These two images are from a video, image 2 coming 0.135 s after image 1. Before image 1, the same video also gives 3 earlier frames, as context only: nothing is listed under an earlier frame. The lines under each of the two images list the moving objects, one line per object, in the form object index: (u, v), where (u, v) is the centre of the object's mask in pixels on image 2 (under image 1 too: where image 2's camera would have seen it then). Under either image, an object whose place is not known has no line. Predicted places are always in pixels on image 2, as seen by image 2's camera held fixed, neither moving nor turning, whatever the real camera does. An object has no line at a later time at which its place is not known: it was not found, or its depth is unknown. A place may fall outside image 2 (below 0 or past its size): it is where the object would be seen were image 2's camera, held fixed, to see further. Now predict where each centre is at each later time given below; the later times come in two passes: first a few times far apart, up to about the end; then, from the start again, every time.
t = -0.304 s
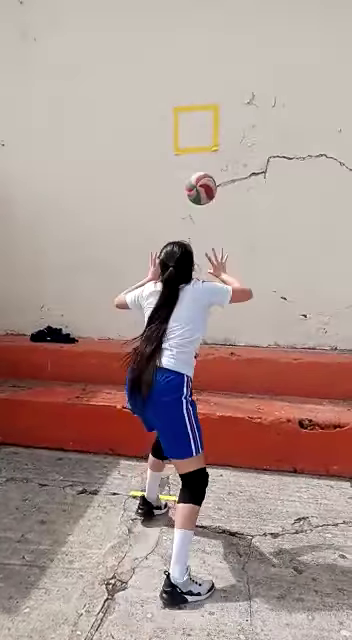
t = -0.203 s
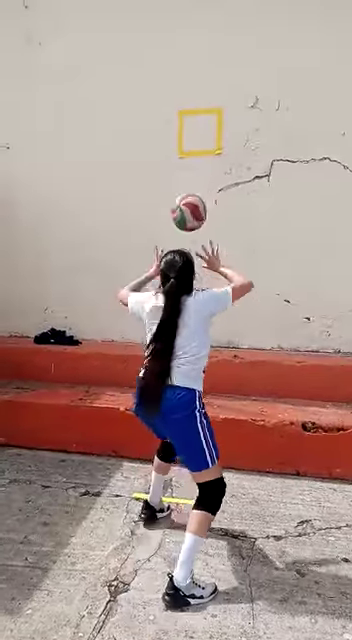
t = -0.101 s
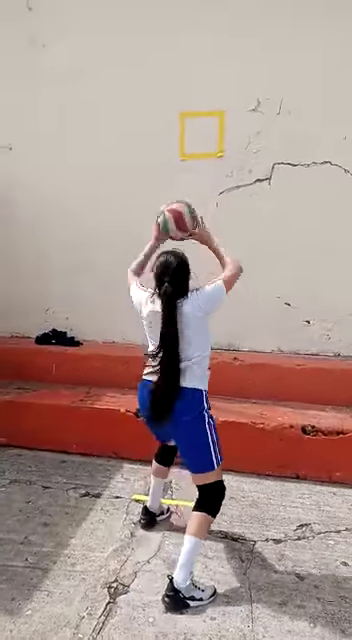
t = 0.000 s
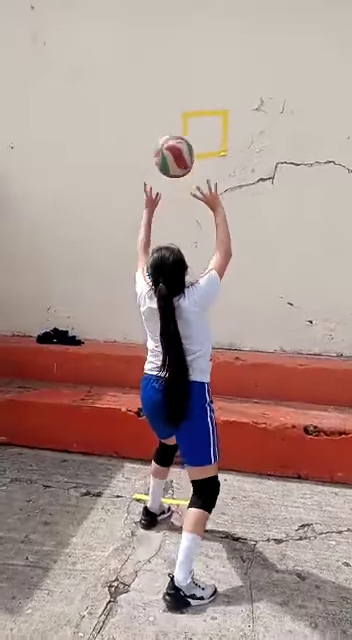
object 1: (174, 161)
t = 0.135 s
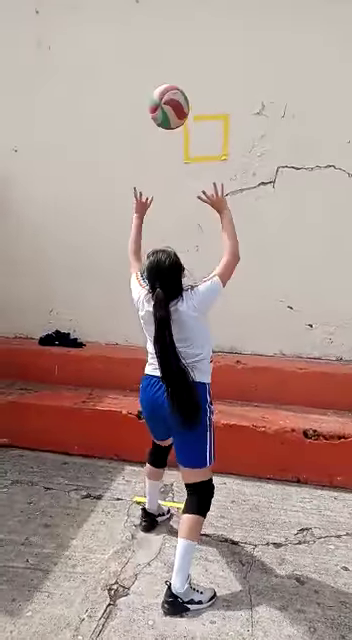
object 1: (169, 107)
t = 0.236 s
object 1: (162, 91)
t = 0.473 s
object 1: (146, 136)
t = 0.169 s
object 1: (165, 101)
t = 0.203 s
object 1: (163, 95)
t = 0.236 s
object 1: (162, 91)
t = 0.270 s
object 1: (158, 92)
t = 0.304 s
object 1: (157, 93)
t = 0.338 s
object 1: (156, 97)
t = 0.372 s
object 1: (151, 103)
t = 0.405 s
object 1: (150, 111)
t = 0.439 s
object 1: (148, 123)
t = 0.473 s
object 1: (146, 136)
